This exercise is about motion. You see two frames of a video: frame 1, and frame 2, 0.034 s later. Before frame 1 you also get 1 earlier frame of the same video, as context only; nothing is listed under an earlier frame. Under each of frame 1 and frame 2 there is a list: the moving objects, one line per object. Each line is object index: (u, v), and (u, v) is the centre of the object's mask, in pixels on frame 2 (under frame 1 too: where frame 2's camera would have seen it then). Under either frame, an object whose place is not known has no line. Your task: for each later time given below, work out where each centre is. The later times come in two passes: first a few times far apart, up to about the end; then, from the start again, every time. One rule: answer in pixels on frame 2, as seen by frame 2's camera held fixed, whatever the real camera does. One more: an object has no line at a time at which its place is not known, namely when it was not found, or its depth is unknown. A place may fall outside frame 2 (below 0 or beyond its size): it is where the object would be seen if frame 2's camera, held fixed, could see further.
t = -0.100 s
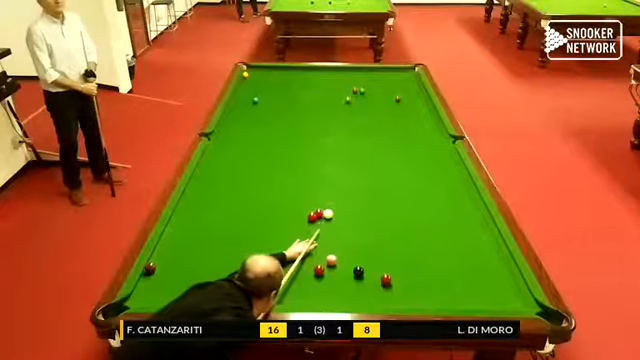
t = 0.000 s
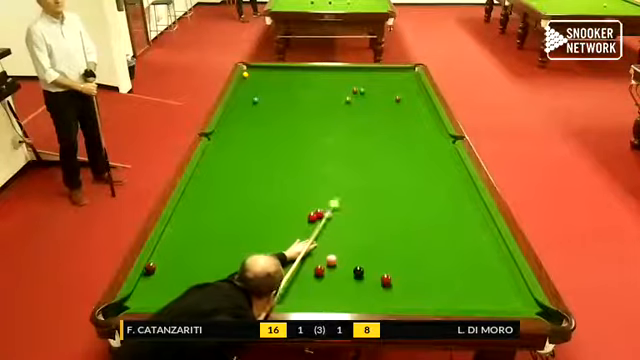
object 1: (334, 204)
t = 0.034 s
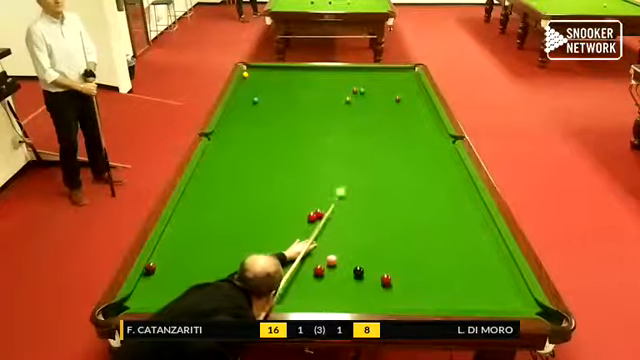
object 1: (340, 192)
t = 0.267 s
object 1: (376, 132)
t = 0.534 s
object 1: (390, 98)
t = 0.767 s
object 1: (375, 90)
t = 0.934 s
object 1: (369, 84)
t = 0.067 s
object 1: (347, 180)
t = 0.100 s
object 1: (353, 171)
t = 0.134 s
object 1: (358, 163)
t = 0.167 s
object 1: (363, 154)
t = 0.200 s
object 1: (367, 146)
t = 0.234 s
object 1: (372, 139)
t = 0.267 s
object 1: (376, 132)
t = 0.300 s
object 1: (379, 126)
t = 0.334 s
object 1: (382, 120)
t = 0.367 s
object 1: (385, 115)
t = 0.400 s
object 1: (388, 110)
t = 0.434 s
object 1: (391, 106)
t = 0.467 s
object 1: (393, 101)
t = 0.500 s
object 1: (393, 99)
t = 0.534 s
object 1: (390, 98)
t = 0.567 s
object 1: (387, 98)
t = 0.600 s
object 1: (385, 97)
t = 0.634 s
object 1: (383, 95)
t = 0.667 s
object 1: (380, 94)
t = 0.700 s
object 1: (378, 93)
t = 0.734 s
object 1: (377, 92)
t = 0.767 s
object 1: (375, 90)
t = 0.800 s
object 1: (374, 89)
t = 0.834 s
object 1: (373, 89)
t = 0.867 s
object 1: (371, 87)
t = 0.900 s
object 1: (370, 85)
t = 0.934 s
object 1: (369, 84)
